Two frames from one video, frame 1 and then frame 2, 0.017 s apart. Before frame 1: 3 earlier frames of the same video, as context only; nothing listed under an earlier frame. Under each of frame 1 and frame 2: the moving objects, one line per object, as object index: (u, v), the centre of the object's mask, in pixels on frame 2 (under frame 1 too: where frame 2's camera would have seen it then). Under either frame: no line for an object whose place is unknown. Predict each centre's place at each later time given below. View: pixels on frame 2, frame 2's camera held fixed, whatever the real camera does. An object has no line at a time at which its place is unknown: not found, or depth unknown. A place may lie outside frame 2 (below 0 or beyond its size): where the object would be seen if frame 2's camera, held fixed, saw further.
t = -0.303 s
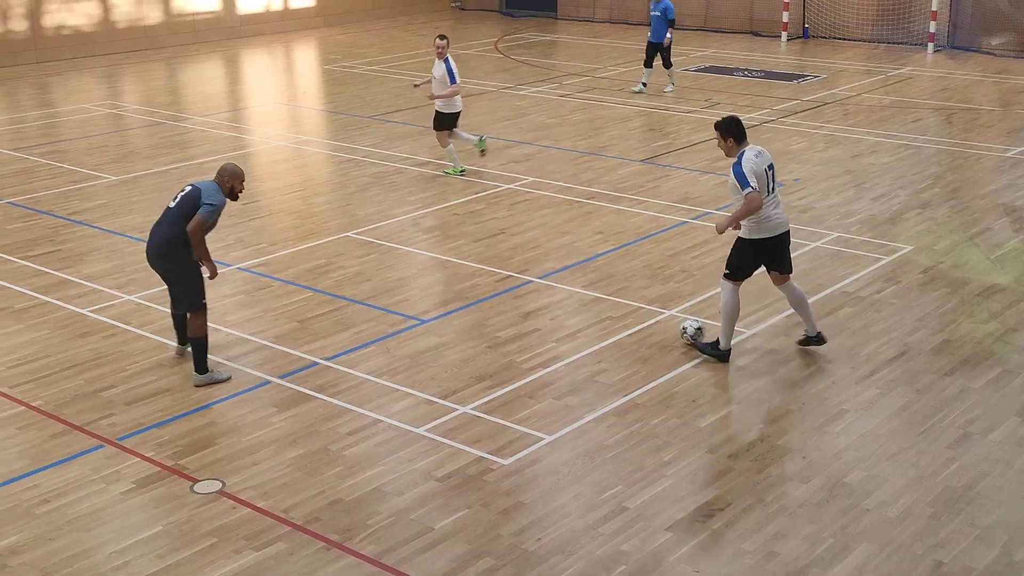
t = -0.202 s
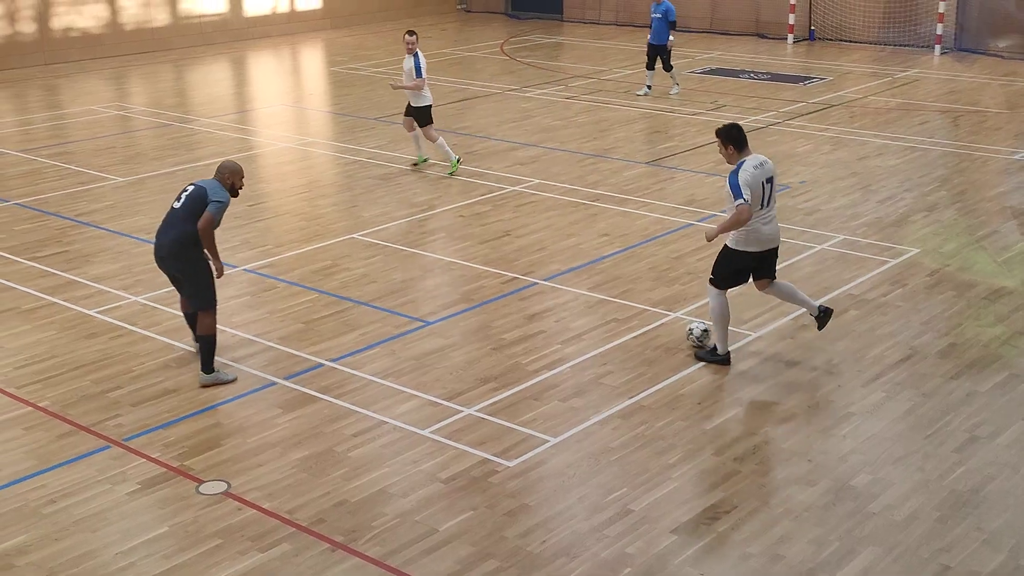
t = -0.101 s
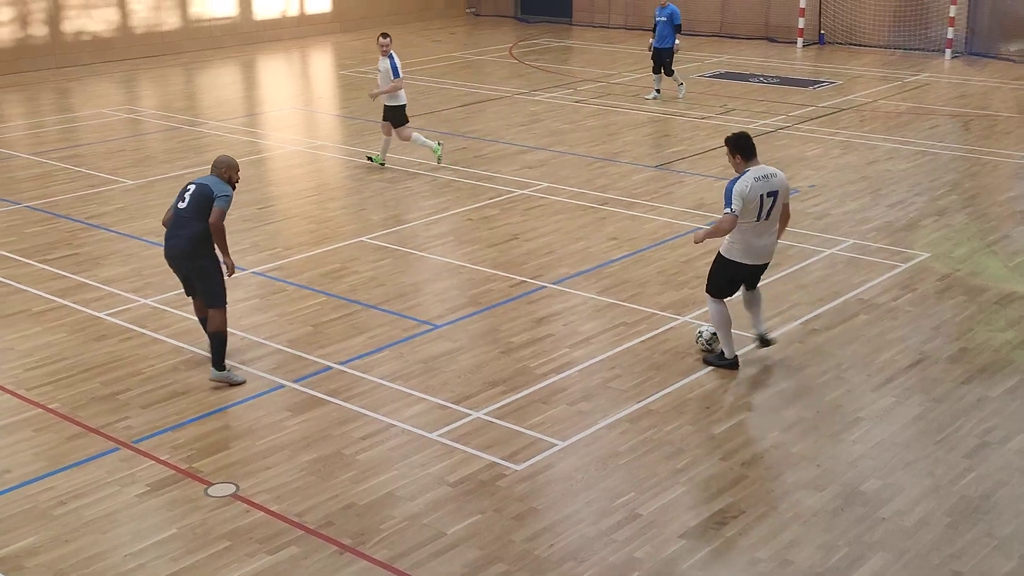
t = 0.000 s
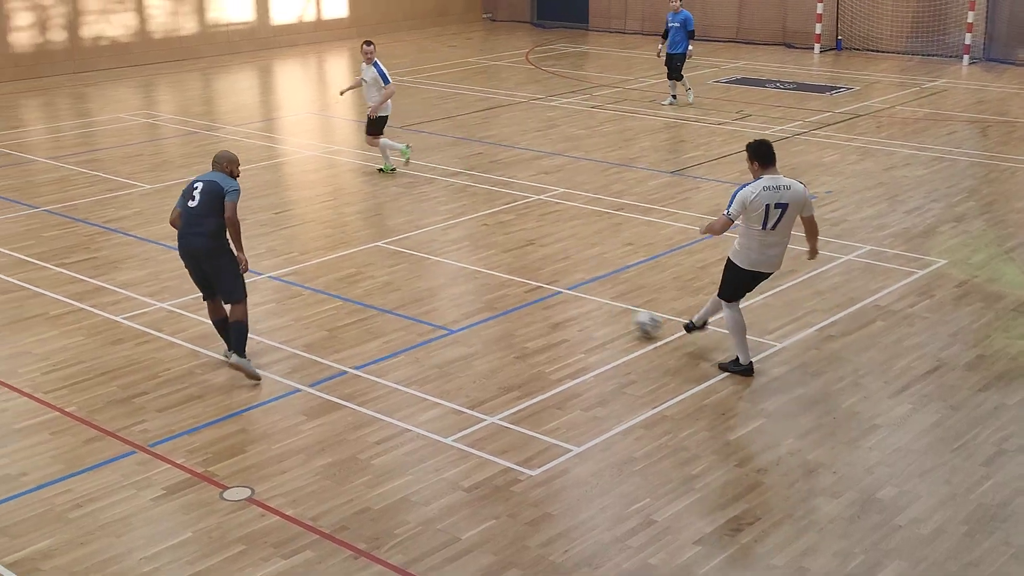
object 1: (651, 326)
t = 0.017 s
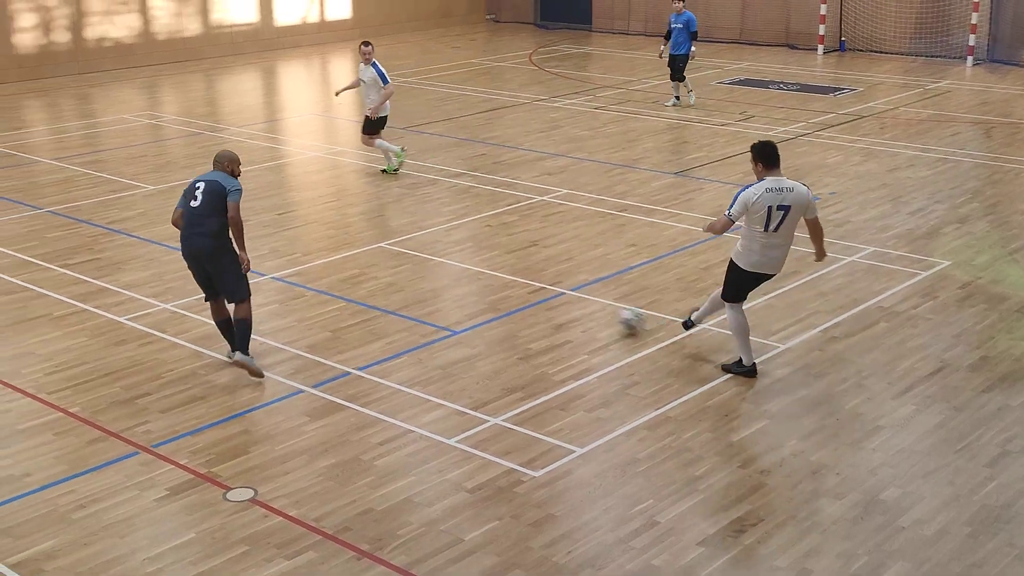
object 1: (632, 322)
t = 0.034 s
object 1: (613, 318)
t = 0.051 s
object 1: (594, 315)
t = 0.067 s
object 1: (576, 310)
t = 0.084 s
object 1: (560, 306)
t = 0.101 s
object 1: (543, 301)
